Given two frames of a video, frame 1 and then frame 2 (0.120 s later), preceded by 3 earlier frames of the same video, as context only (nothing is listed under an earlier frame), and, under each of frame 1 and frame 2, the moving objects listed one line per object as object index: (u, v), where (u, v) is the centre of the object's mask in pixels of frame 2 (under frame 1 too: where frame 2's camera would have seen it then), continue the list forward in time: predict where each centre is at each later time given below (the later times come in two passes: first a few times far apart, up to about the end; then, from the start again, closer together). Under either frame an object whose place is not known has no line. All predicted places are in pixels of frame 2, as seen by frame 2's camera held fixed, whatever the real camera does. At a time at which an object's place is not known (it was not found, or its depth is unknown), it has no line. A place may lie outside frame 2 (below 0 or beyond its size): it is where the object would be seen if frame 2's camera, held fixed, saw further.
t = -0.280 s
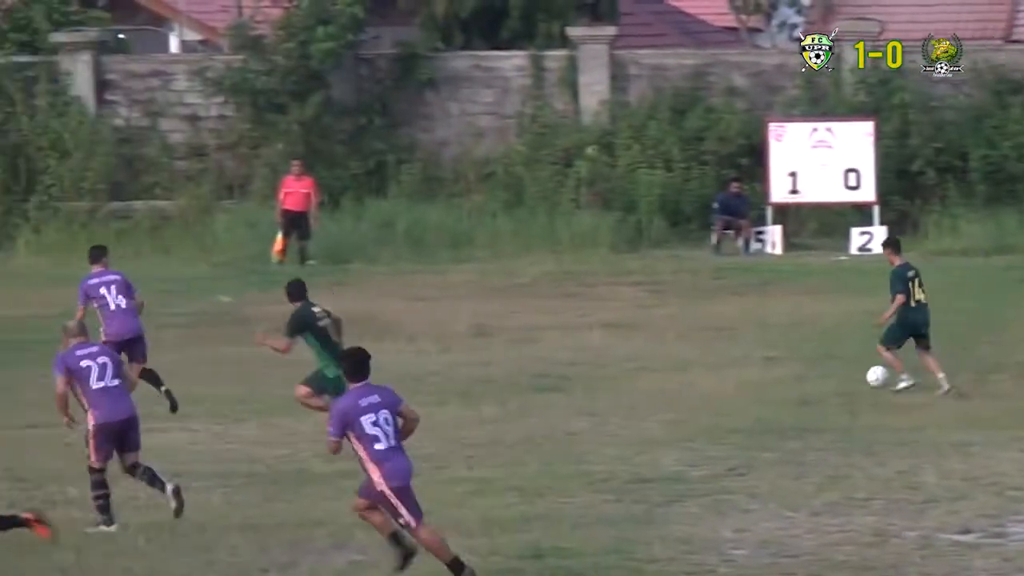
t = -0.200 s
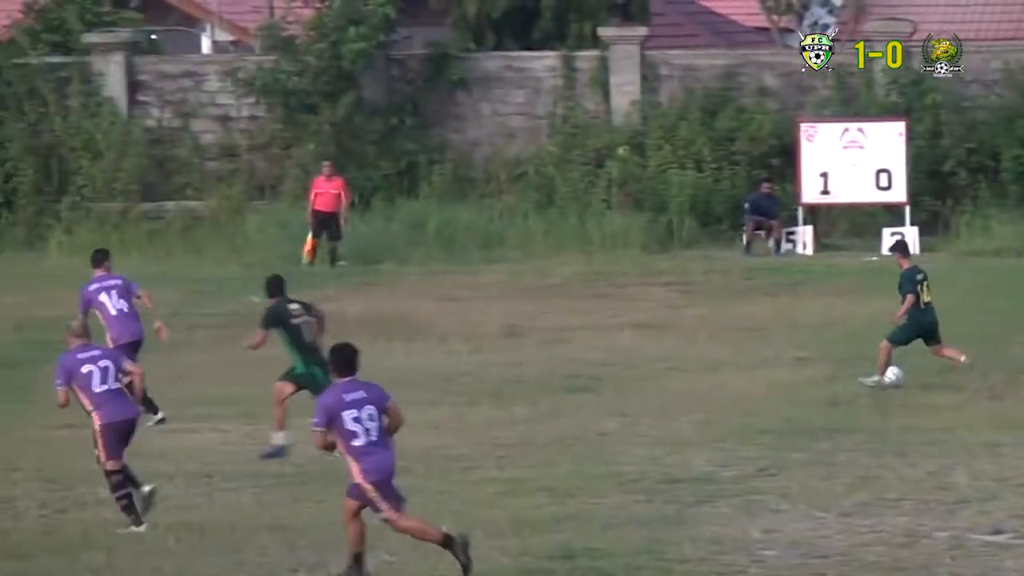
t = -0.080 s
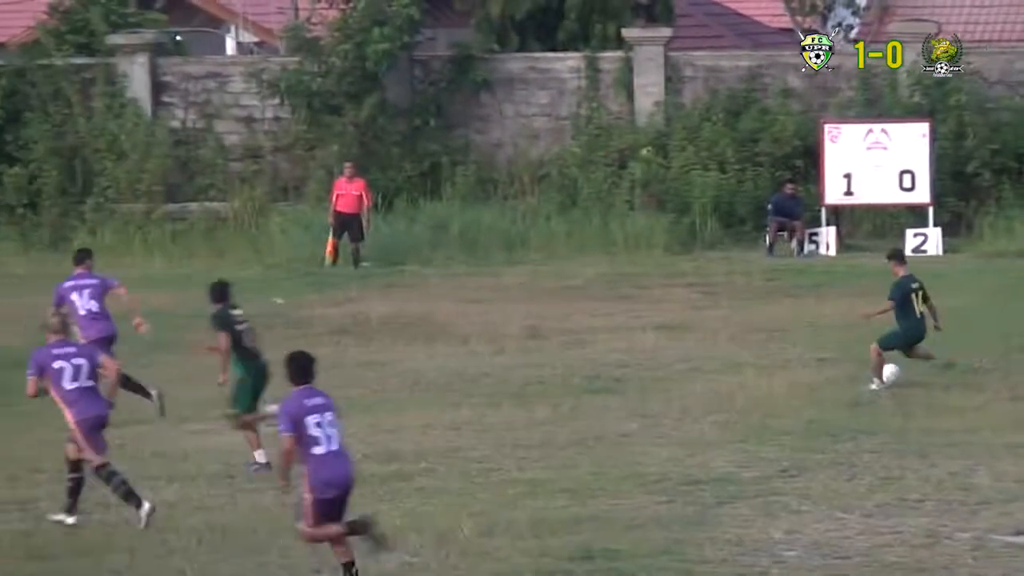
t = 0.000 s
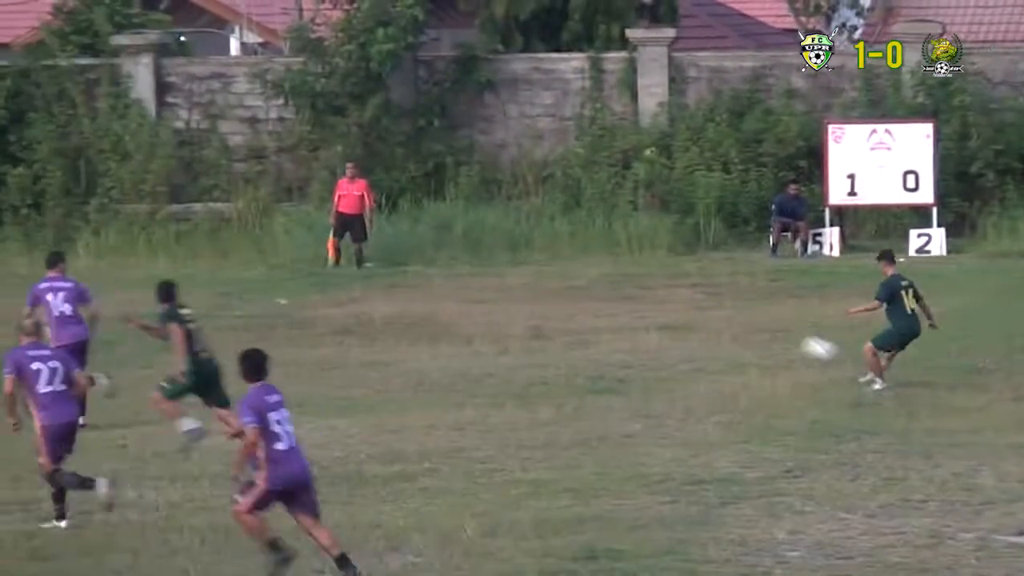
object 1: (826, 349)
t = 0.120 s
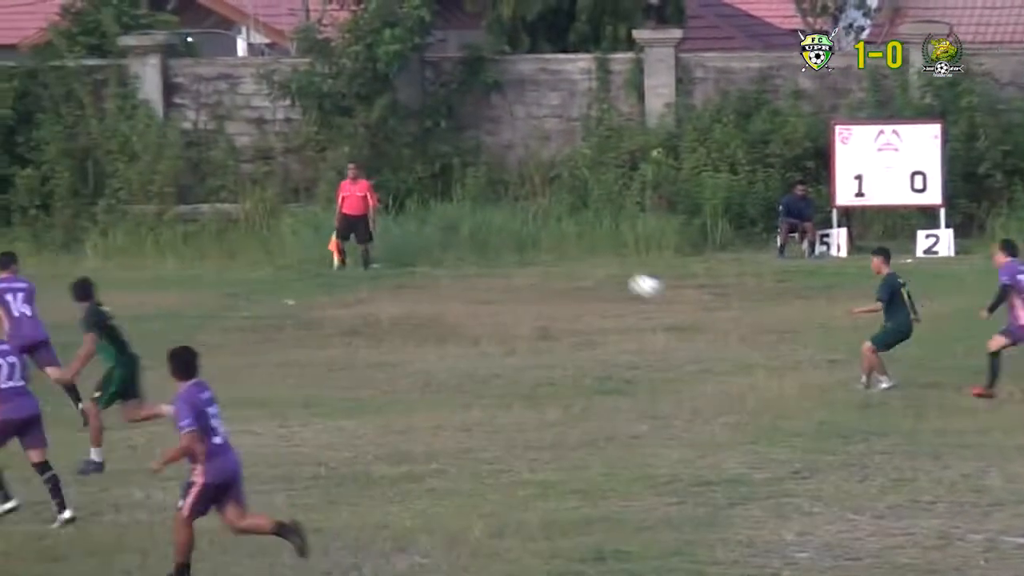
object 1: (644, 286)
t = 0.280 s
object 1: (410, 218)
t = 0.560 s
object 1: (2, 146)
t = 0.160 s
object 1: (586, 267)
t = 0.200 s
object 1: (529, 250)
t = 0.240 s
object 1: (469, 233)
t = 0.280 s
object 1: (410, 218)
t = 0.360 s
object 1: (294, 191)
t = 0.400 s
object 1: (236, 180)
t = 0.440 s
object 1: (178, 170)
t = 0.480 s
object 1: (120, 160)
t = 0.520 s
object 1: (62, 153)
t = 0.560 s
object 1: (2, 146)
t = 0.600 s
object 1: (-60, 139)
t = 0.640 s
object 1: (-121, 134)
